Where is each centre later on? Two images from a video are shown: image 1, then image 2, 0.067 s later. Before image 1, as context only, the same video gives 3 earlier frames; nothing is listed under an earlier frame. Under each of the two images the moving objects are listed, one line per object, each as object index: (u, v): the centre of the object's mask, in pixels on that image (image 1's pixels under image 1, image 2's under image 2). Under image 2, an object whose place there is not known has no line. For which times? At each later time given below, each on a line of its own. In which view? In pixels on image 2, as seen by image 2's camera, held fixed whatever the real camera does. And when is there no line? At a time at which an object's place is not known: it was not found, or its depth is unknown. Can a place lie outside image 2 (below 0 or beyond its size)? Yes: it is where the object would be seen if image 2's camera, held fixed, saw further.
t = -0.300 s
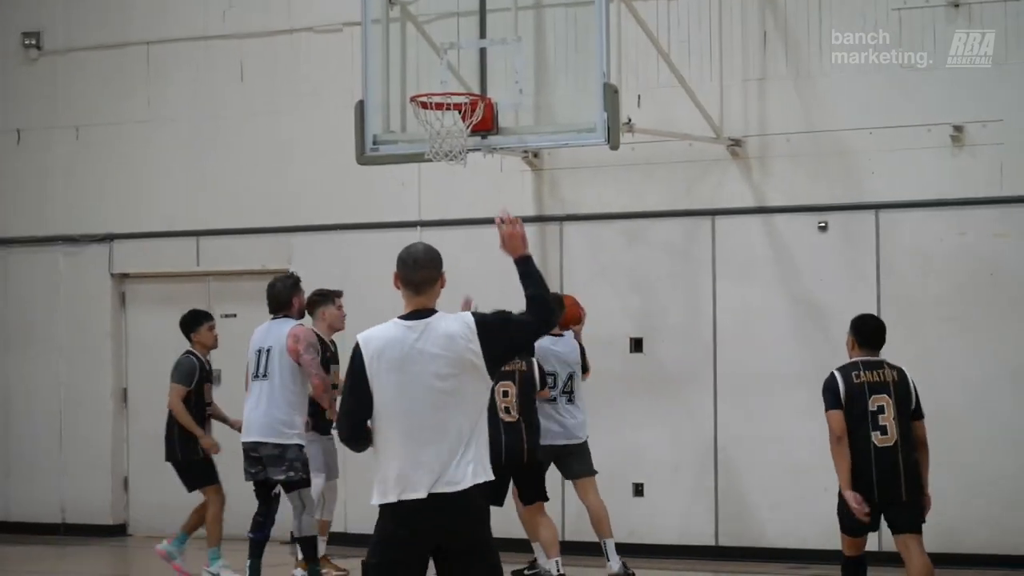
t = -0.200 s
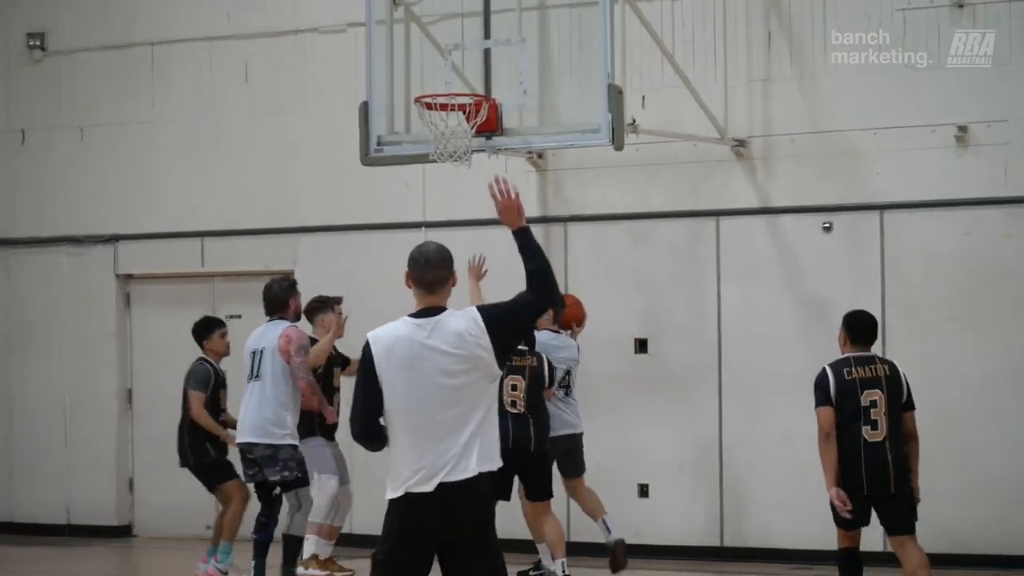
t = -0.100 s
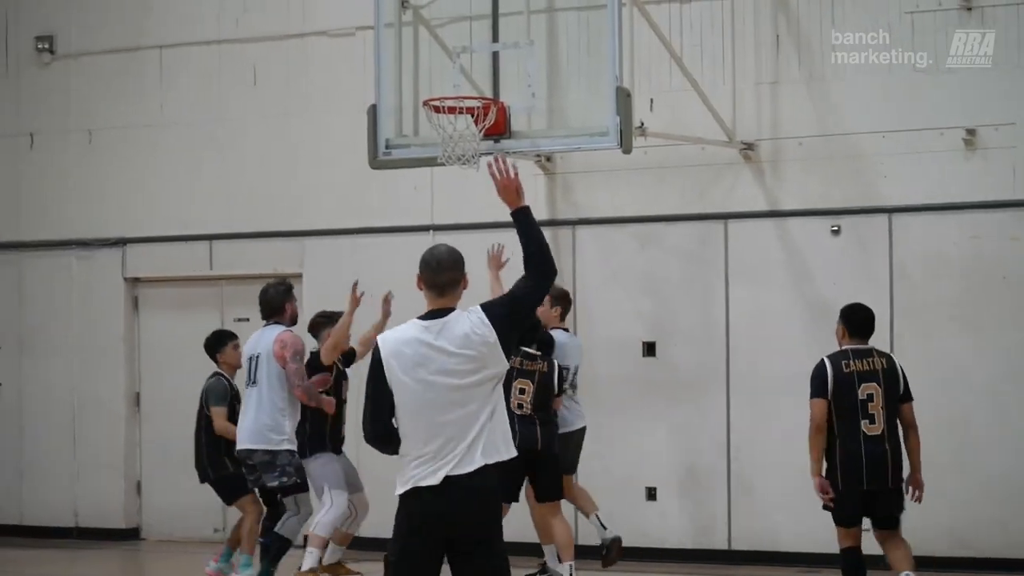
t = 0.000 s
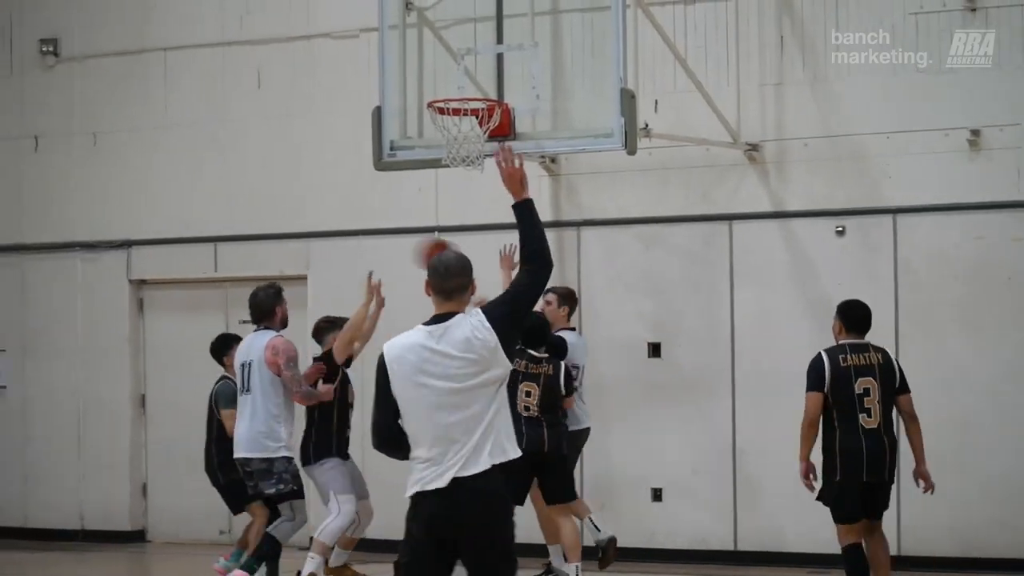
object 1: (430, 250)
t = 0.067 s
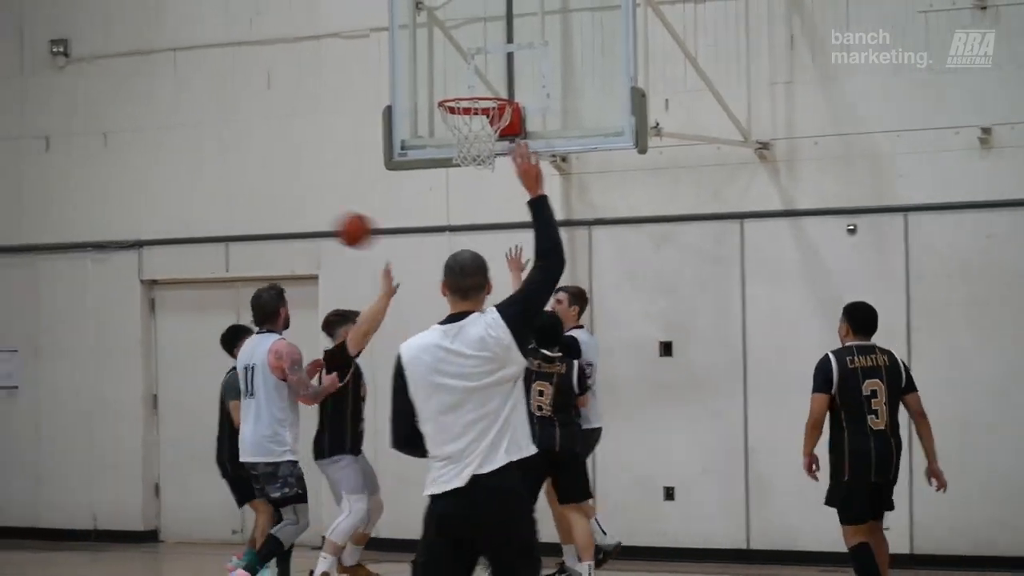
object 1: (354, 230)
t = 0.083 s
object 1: (330, 224)
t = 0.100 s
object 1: (308, 219)
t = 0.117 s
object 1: (286, 216)
